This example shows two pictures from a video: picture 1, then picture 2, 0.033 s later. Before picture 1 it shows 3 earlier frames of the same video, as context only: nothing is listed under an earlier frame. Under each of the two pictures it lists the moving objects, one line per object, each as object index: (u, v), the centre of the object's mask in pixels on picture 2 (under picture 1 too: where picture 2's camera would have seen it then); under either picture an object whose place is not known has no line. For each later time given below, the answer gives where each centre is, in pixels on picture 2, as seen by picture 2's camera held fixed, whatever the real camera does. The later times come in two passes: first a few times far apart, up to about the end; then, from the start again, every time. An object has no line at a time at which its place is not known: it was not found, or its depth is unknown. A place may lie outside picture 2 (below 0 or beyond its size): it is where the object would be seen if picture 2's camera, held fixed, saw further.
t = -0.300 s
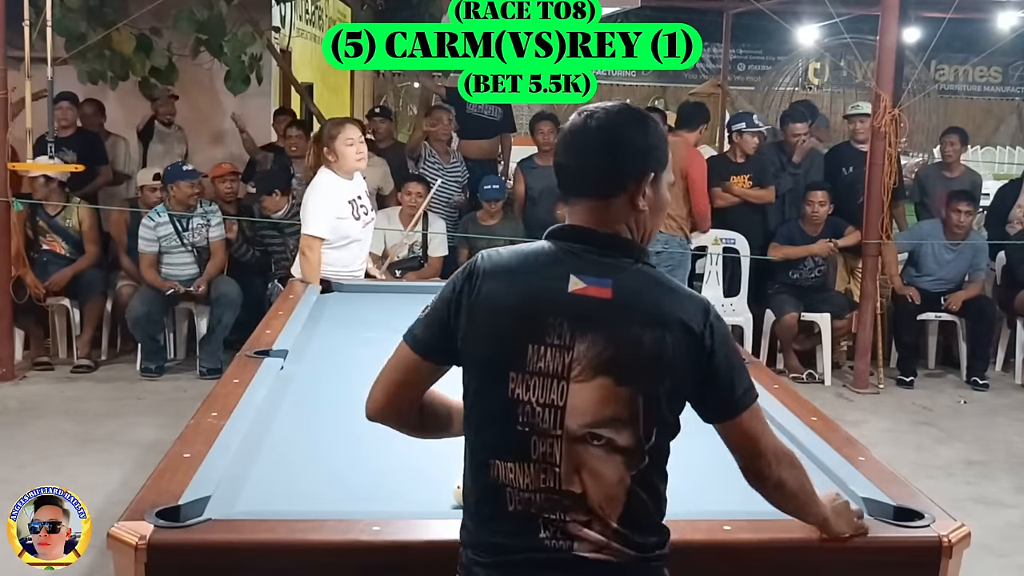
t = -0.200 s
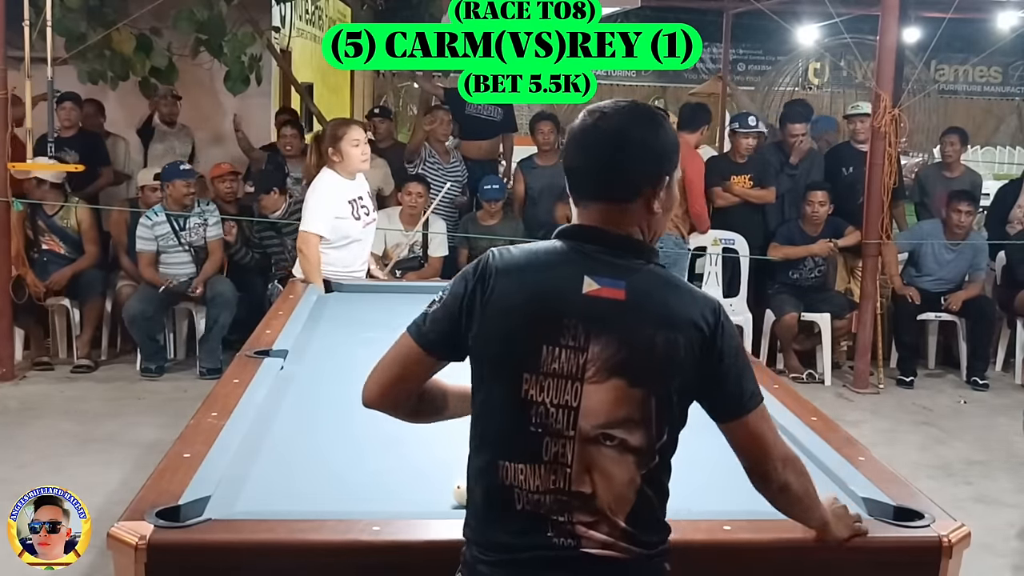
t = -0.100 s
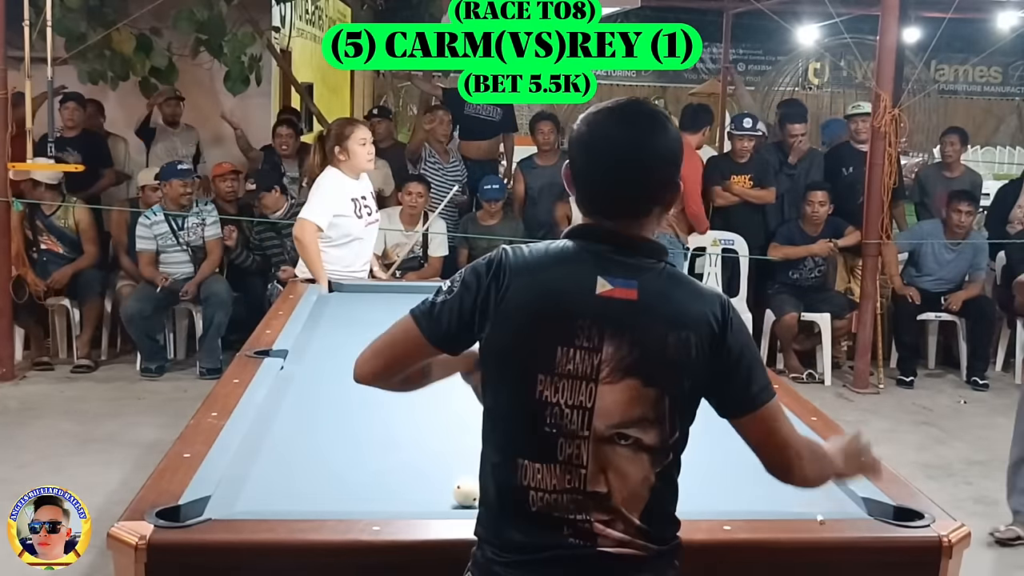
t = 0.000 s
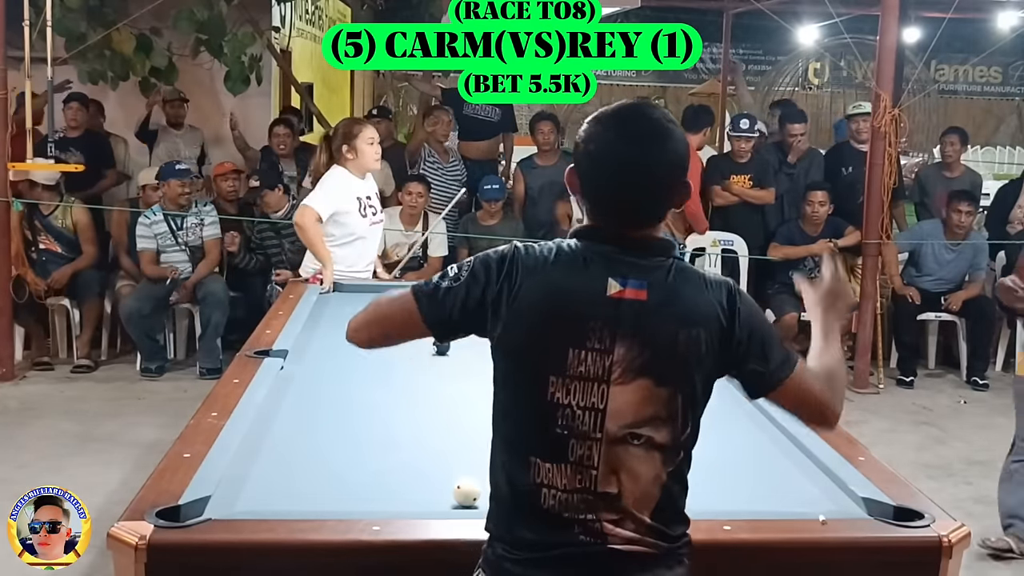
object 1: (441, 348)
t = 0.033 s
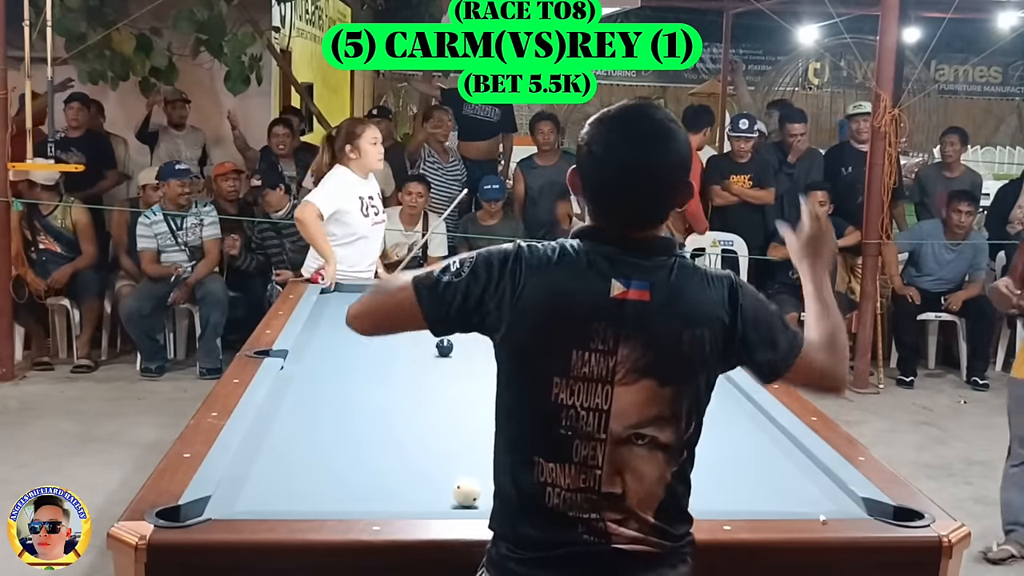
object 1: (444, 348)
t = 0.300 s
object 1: (467, 360)
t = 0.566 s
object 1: (493, 374)
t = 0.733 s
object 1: (506, 384)
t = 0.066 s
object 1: (447, 349)
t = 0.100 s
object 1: (450, 351)
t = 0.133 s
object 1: (453, 352)
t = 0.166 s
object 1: (456, 354)
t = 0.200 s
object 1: (459, 356)
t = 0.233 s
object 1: (460, 356)
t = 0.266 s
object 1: (465, 359)
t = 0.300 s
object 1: (467, 360)
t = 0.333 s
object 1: (470, 362)
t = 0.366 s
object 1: (473, 363)
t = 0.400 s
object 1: (476, 365)
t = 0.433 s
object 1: (480, 367)
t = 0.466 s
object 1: (483, 368)
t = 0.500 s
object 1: (486, 370)
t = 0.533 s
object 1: (489, 372)
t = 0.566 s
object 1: (493, 374)
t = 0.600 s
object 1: (496, 376)
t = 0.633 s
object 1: (499, 378)
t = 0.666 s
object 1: (503, 380)
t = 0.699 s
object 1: (505, 382)
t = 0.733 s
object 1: (506, 384)
